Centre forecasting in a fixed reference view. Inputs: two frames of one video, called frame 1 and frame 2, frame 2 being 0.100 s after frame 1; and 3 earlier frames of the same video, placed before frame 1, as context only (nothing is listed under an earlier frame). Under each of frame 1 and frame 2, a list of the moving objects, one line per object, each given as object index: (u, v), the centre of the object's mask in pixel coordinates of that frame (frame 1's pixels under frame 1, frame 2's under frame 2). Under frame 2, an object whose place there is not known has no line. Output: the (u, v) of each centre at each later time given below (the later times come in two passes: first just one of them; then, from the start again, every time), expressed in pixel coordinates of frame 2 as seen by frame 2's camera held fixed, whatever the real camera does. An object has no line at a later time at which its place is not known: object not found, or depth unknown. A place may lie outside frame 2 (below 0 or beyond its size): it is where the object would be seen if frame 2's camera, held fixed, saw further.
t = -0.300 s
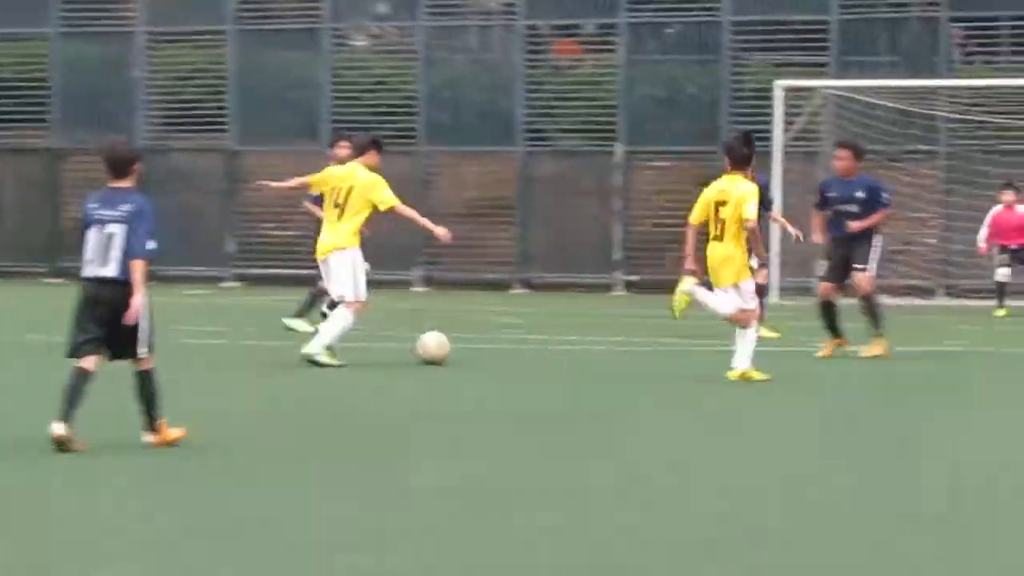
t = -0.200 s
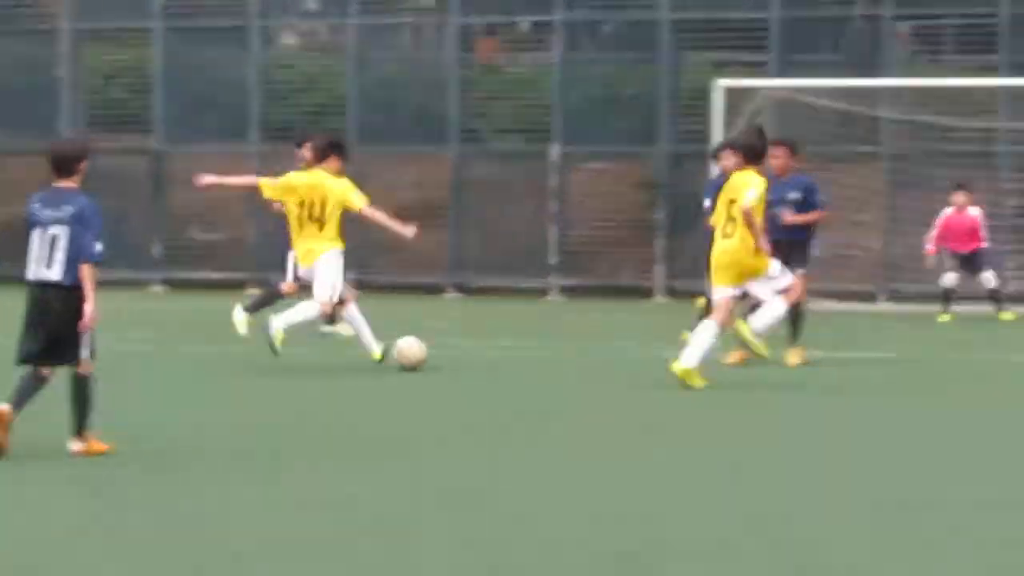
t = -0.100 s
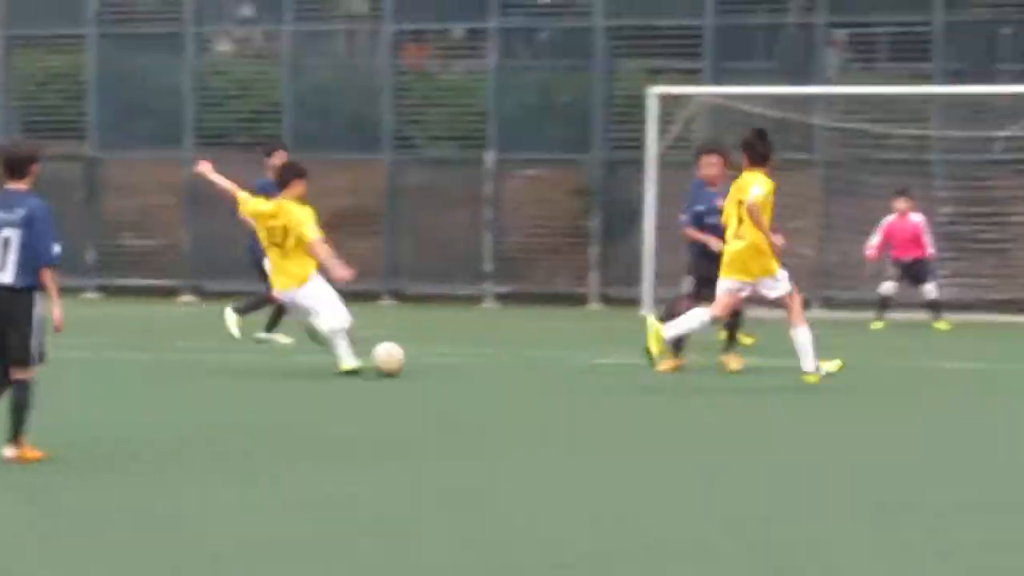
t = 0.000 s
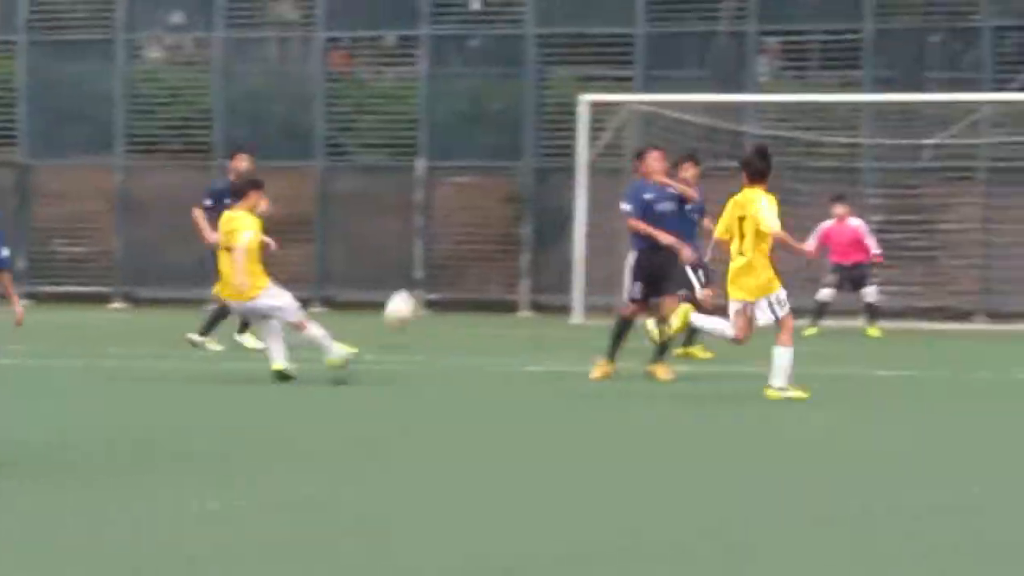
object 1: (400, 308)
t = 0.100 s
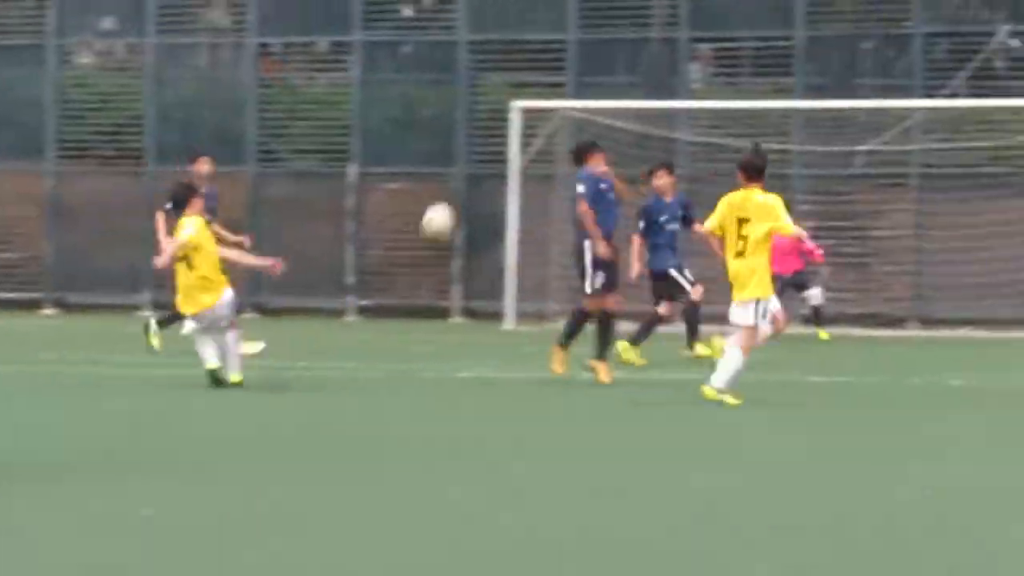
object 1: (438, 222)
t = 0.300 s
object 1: (608, 83)
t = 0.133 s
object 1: (469, 194)
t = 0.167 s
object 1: (498, 167)
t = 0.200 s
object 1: (529, 144)
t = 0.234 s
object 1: (556, 121)
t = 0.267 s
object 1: (583, 102)
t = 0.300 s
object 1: (608, 83)
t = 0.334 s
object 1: (632, 67)
